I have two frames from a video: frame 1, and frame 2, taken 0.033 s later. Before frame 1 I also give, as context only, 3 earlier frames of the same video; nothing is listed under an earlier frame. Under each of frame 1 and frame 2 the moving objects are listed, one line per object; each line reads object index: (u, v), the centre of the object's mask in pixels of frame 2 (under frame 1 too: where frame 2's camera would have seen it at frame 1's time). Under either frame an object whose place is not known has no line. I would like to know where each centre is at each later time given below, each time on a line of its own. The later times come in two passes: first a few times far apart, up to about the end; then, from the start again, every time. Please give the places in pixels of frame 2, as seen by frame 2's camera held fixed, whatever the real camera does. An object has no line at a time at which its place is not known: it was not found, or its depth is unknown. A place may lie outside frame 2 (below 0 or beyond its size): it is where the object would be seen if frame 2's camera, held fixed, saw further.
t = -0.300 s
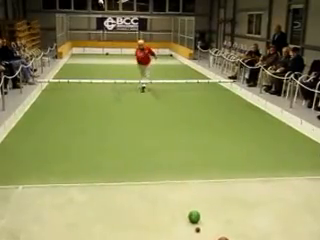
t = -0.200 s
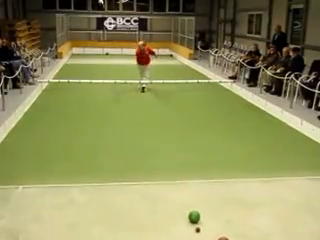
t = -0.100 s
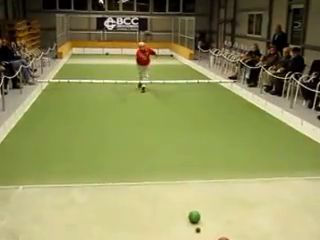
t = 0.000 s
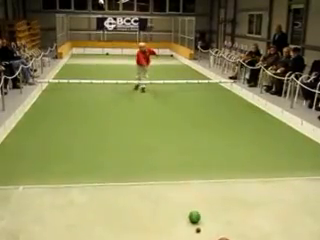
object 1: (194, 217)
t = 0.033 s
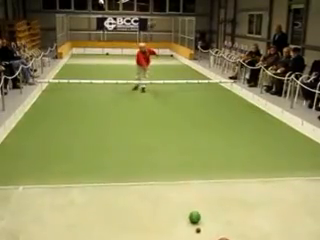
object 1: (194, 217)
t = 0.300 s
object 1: (194, 217)
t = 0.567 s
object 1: (193, 217)
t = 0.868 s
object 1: (181, 232)
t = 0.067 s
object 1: (194, 217)
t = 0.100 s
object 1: (194, 217)
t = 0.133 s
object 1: (194, 217)
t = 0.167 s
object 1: (194, 217)
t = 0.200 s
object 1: (194, 217)
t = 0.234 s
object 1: (194, 217)
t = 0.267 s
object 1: (194, 217)
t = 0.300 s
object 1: (194, 217)
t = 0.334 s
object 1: (194, 217)
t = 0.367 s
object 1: (194, 217)
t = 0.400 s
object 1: (194, 217)
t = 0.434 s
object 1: (194, 217)
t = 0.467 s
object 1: (193, 217)
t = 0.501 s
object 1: (193, 217)
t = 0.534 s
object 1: (193, 217)
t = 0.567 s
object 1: (193, 217)
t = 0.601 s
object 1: (193, 217)
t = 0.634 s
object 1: (193, 217)
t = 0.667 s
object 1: (193, 217)
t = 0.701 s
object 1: (193, 217)
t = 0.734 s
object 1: (193, 217)
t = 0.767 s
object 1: (193, 217)
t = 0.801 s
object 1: (189, 221)
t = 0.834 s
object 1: (185, 228)
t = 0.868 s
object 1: (181, 232)
